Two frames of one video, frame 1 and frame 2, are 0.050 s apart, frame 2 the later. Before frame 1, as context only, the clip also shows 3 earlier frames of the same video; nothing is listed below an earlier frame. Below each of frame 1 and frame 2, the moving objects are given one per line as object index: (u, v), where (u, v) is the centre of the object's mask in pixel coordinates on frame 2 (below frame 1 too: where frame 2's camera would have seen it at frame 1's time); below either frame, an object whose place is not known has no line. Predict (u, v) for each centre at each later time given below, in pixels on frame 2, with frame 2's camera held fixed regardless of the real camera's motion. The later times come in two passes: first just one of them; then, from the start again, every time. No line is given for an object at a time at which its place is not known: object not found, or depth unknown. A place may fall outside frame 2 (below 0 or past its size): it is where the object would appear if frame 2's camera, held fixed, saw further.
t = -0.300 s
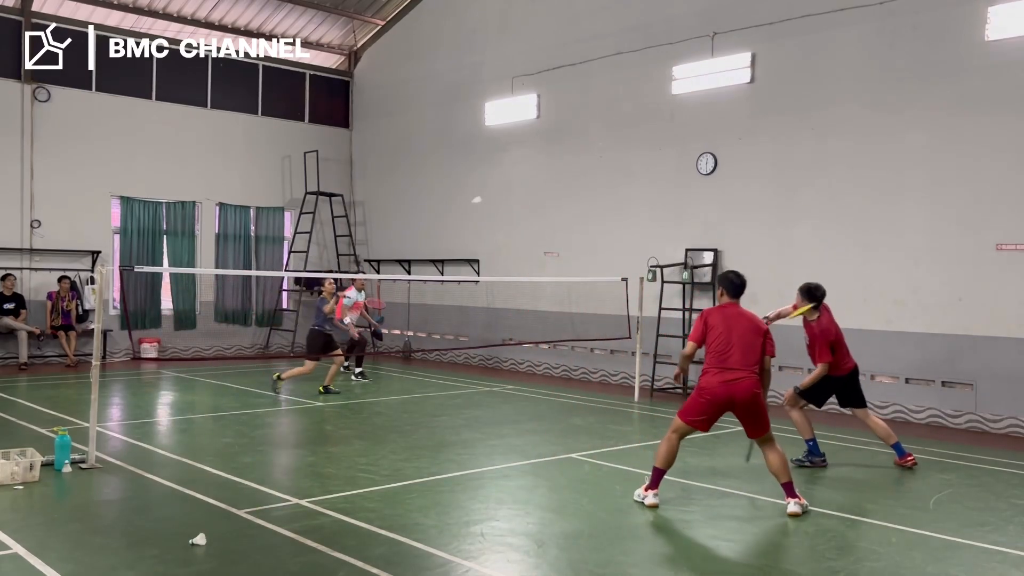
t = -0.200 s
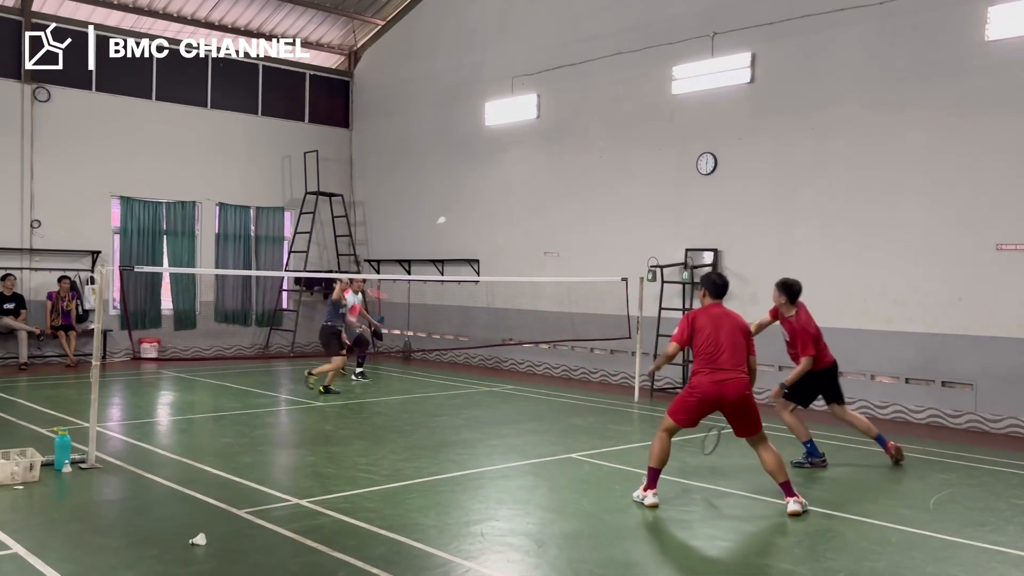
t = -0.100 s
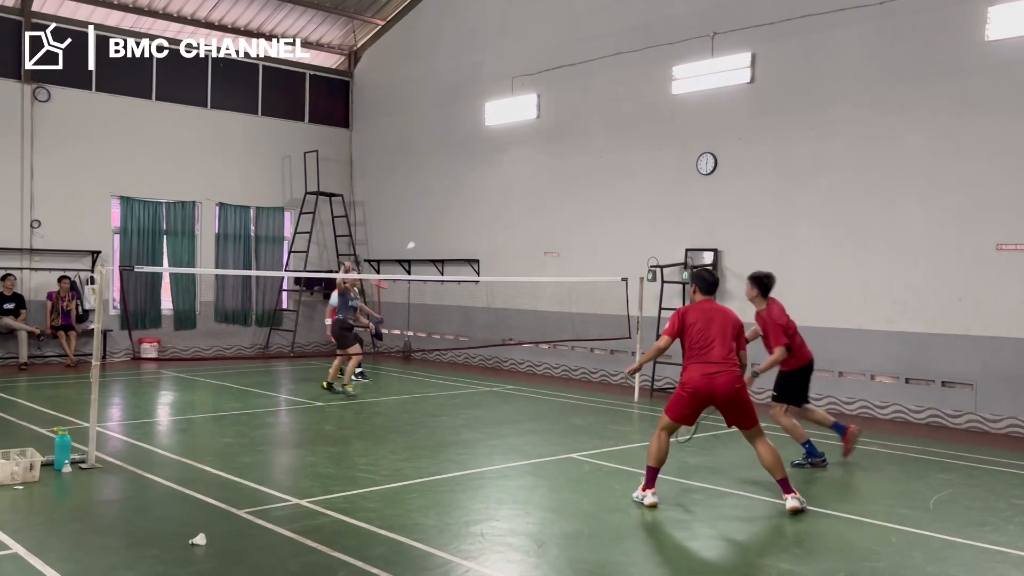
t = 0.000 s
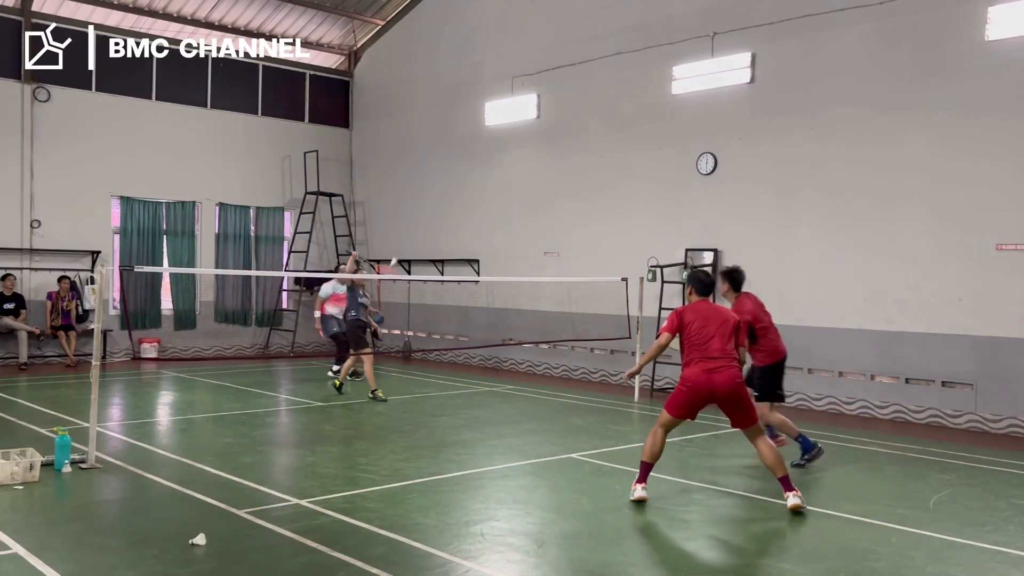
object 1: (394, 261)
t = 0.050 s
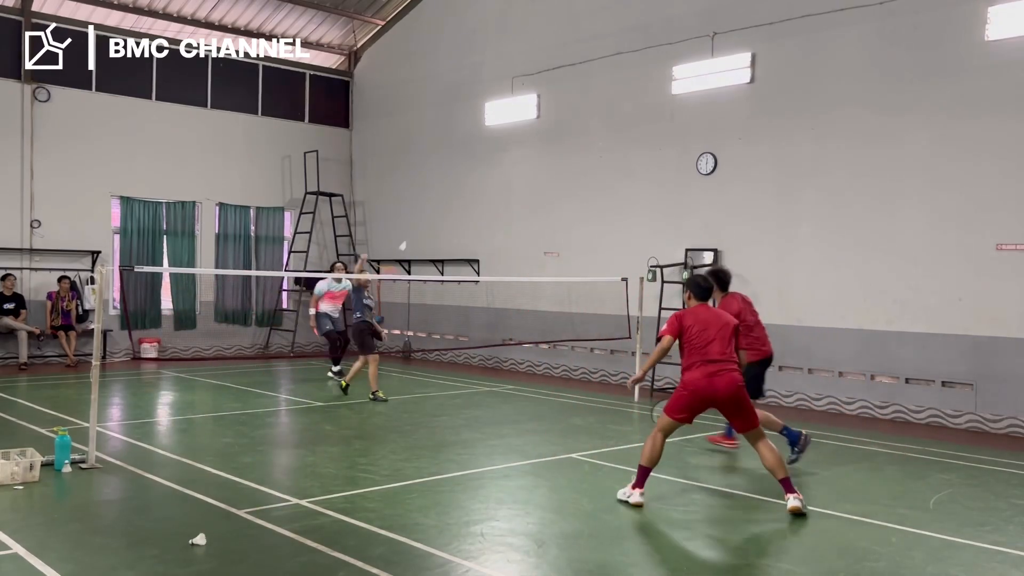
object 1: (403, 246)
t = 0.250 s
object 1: (442, 196)
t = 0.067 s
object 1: (406, 240)
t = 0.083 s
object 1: (411, 235)
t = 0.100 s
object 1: (415, 229)
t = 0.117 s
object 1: (419, 224)
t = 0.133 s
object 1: (422, 220)
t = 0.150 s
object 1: (425, 216)
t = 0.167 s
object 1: (428, 213)
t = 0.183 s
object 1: (430, 209)
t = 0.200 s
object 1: (433, 205)
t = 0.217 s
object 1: (435, 203)
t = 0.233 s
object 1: (439, 200)
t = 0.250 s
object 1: (442, 196)
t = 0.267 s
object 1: (445, 194)
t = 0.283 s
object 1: (448, 192)
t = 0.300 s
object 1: (451, 191)
